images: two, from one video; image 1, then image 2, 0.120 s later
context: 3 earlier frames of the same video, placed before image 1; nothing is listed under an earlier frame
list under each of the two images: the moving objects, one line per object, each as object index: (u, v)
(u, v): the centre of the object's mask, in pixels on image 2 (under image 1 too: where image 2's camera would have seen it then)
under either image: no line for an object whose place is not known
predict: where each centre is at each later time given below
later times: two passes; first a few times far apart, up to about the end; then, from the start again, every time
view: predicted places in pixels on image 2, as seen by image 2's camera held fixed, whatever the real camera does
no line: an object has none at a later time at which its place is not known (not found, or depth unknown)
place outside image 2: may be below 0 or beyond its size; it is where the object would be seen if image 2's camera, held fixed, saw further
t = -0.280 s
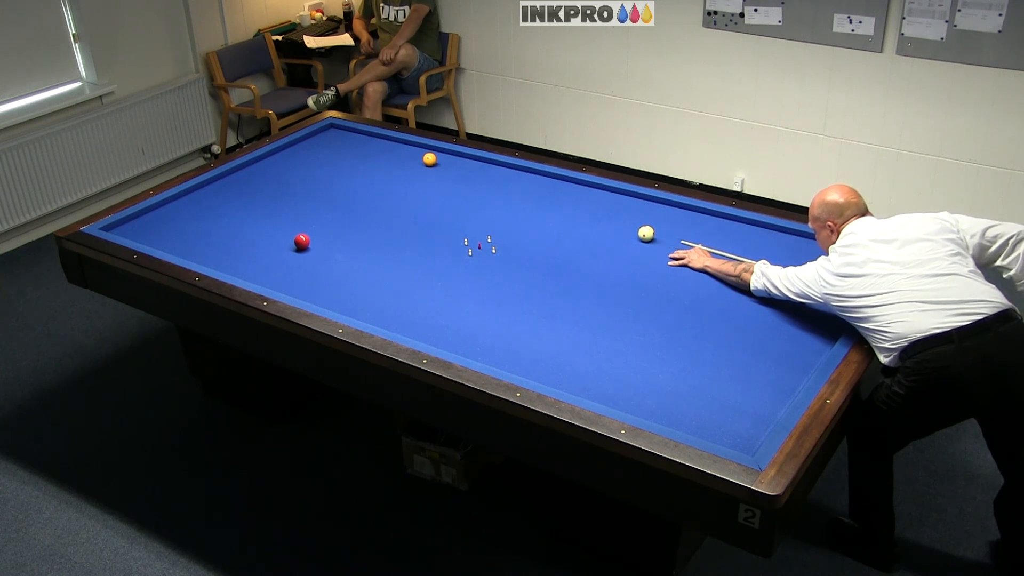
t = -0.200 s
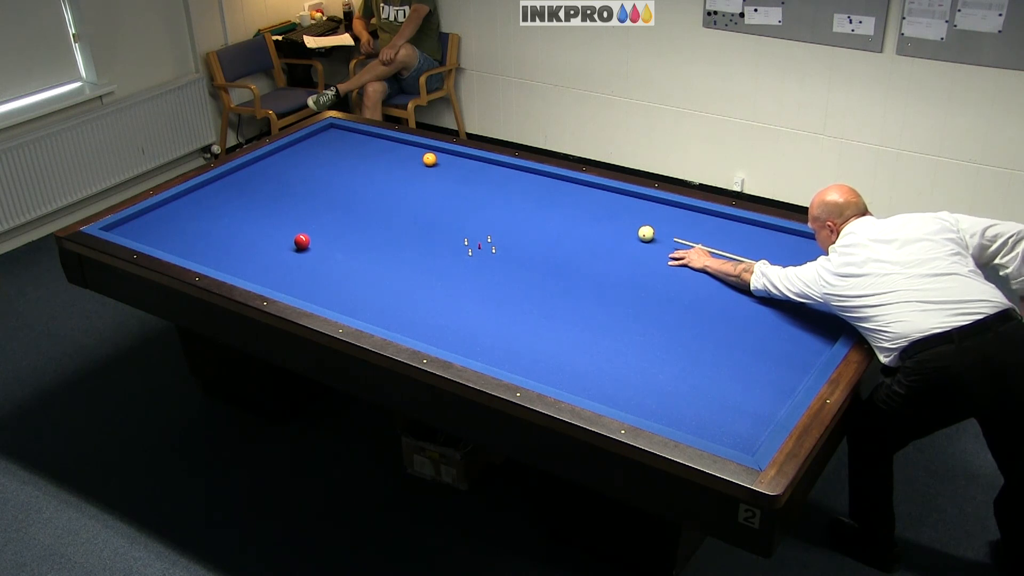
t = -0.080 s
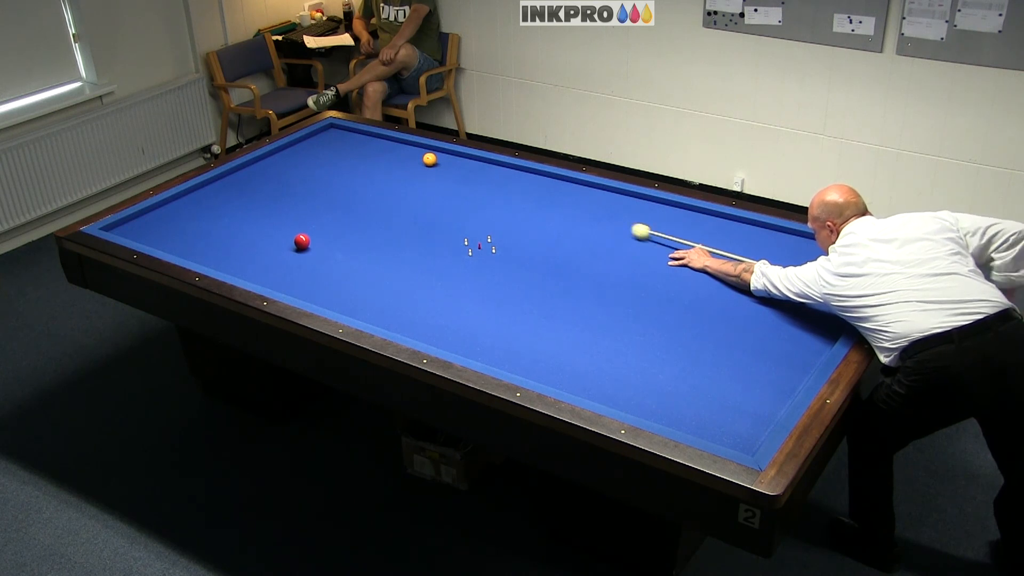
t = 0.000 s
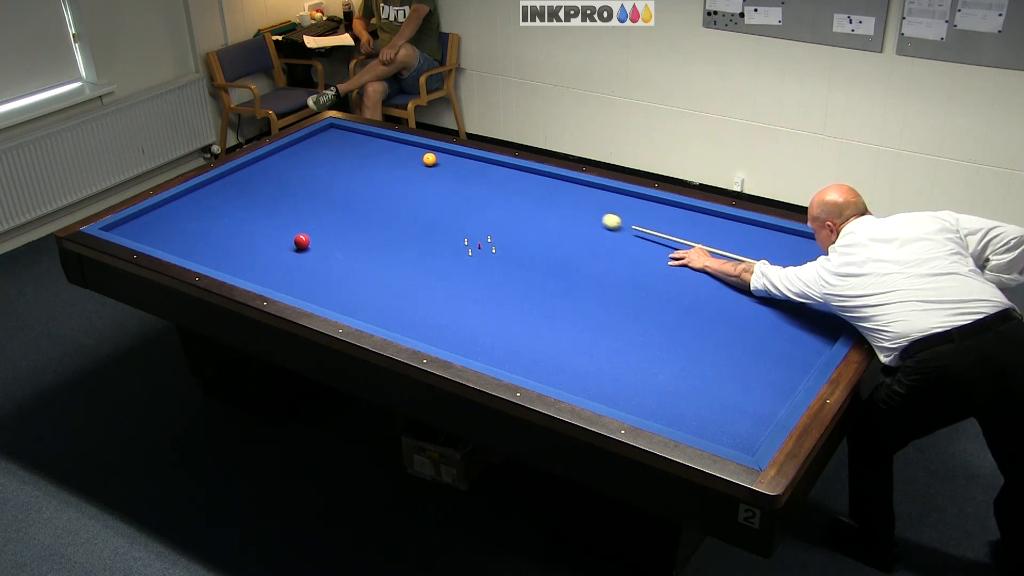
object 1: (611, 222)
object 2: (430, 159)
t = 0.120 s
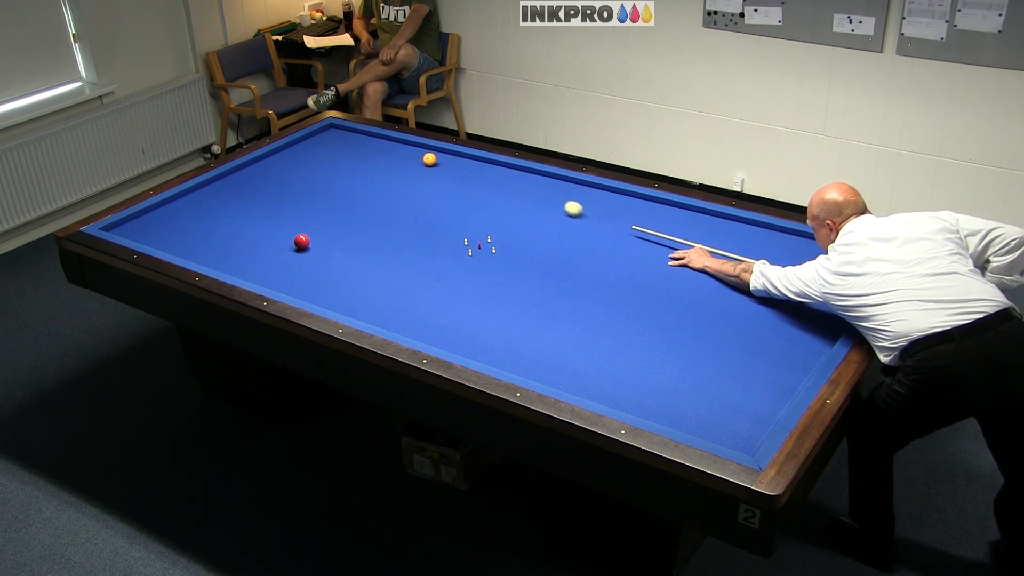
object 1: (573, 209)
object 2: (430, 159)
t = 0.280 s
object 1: (526, 193)
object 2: (430, 159)
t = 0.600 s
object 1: (441, 164)
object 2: (429, 159)
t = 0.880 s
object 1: (420, 162)
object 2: (387, 141)
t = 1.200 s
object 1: (394, 159)
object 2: (342, 131)
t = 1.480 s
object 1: (373, 156)
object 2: (334, 133)
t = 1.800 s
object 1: (350, 153)
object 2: (350, 141)
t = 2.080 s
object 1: (330, 151)
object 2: (364, 150)
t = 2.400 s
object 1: (310, 148)
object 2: (381, 158)
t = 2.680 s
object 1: (293, 146)
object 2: (395, 166)
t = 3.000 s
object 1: (293, 148)
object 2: (412, 175)
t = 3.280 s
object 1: (298, 150)
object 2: (427, 182)
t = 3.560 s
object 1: (303, 152)
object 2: (442, 190)
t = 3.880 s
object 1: (308, 155)
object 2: (459, 199)
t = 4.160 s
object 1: (312, 157)
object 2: (474, 207)
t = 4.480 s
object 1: (316, 159)
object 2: (491, 216)
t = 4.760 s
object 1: (320, 161)
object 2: (506, 224)
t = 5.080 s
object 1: (323, 163)
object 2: (523, 233)
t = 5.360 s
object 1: (326, 164)
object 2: (537, 240)
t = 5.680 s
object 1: (328, 166)
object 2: (554, 249)
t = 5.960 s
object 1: (330, 167)
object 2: (568, 257)
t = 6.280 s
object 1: (331, 167)
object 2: (583, 265)
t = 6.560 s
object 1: (333, 168)
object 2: (597, 272)
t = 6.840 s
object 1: (333, 168)
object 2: (610, 279)
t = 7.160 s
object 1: (334, 169)
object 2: (624, 286)
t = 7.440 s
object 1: (334, 169)
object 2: (637, 292)
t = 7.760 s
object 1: (334, 168)
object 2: (650, 299)
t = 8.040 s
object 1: (334, 168)
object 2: (661, 305)
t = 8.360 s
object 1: (334, 168)
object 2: (673, 311)
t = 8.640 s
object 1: (334, 168)
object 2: (682, 315)
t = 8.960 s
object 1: (334, 169)
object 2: (692, 320)
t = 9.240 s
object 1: (334, 169)
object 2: (700, 324)
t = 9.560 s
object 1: (334, 169)
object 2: (708, 328)
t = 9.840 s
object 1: (334, 169)
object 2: (713, 331)
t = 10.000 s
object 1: (334, 169)
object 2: (716, 332)
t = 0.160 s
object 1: (561, 204)
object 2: (430, 159)
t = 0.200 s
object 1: (549, 201)
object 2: (430, 159)
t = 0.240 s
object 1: (537, 197)
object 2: (430, 159)
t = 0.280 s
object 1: (526, 193)
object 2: (430, 159)
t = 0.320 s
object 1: (514, 189)
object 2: (430, 159)
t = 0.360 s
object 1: (503, 185)
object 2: (430, 159)
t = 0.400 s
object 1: (492, 181)
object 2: (430, 159)
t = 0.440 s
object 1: (482, 178)
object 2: (430, 159)
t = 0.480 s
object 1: (471, 174)
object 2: (430, 159)
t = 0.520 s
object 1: (461, 171)
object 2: (430, 159)
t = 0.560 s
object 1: (451, 168)
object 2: (429, 159)
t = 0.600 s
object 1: (441, 164)
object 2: (429, 159)
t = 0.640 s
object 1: (436, 163)
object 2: (424, 157)
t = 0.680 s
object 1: (434, 164)
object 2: (417, 154)
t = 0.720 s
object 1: (432, 164)
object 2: (410, 151)
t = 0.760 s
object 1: (429, 163)
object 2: (404, 148)
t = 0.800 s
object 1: (426, 163)
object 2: (398, 146)
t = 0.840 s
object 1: (423, 163)
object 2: (392, 143)
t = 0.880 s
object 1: (420, 162)
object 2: (387, 141)
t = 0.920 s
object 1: (416, 162)
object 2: (383, 139)
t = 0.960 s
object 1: (413, 161)
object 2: (378, 137)
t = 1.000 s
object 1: (410, 161)
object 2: (372, 135)
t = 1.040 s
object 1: (406, 160)
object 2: (366, 135)
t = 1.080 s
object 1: (403, 160)
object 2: (360, 134)
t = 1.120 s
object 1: (400, 159)
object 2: (354, 133)
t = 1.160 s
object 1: (397, 159)
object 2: (348, 132)
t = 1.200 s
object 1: (394, 159)
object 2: (342, 131)
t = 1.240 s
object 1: (391, 158)
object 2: (336, 130)
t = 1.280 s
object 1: (388, 158)
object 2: (330, 129)
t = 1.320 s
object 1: (385, 157)
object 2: (325, 129)
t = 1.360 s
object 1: (382, 157)
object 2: (327, 130)
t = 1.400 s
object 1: (379, 157)
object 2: (330, 131)
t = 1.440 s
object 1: (376, 156)
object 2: (332, 132)
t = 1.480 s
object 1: (373, 156)
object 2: (334, 133)
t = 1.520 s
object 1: (370, 155)
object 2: (336, 134)
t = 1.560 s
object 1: (367, 155)
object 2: (338, 135)
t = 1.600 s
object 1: (364, 155)
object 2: (340, 137)
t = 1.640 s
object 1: (361, 154)
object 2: (342, 138)
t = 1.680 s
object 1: (358, 154)
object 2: (344, 139)
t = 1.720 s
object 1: (355, 154)
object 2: (346, 140)
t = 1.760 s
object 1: (352, 153)
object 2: (348, 140)
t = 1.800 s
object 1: (350, 153)
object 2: (350, 141)
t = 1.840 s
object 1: (347, 153)
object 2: (352, 142)
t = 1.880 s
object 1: (344, 152)
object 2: (354, 144)
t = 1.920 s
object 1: (341, 152)
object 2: (356, 145)
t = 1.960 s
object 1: (338, 152)
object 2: (358, 146)
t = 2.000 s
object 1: (336, 151)
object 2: (360, 147)
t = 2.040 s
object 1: (333, 151)
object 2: (362, 148)
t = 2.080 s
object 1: (330, 151)
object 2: (364, 150)
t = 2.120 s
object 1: (328, 150)
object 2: (366, 151)
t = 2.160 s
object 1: (325, 150)
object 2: (368, 152)
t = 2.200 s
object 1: (323, 150)
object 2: (371, 153)
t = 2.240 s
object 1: (320, 149)
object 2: (372, 154)
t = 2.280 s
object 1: (317, 149)
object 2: (375, 155)
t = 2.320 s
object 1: (315, 148)
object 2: (377, 156)
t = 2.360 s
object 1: (312, 148)
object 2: (379, 157)
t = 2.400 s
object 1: (310, 148)
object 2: (381, 158)
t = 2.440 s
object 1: (307, 148)
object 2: (383, 159)
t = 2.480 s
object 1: (305, 147)
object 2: (385, 160)
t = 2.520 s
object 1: (302, 147)
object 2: (387, 161)
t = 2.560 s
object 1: (300, 147)
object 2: (389, 162)
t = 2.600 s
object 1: (298, 147)
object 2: (391, 164)
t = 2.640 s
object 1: (295, 146)
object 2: (394, 165)
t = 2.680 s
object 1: (293, 146)
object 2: (395, 166)
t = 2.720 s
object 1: (291, 146)
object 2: (398, 167)
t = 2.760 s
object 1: (289, 146)
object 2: (400, 168)
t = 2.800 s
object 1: (289, 146)
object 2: (402, 169)
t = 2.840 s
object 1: (290, 146)
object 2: (404, 170)
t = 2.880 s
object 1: (291, 147)
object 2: (406, 171)
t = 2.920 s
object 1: (292, 147)
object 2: (408, 172)
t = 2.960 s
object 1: (292, 147)
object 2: (410, 174)
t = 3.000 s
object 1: (293, 148)
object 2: (412, 175)
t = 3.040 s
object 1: (294, 148)
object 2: (414, 176)
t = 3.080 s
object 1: (294, 149)
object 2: (417, 177)
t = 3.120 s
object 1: (295, 149)
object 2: (419, 178)
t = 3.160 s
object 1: (296, 149)
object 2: (421, 179)
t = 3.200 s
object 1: (297, 150)
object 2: (423, 180)
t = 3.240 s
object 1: (297, 150)
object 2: (425, 181)
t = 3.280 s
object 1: (298, 150)
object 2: (427, 182)
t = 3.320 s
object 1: (299, 151)
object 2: (429, 184)
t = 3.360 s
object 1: (299, 151)
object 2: (431, 185)
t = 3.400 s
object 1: (300, 151)
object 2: (434, 186)
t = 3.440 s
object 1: (301, 152)
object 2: (436, 187)
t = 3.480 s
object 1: (302, 152)
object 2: (438, 188)
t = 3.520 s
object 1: (302, 152)
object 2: (440, 189)
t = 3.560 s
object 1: (303, 152)
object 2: (442, 190)
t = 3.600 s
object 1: (304, 153)
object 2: (444, 191)
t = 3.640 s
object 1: (304, 153)
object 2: (446, 192)
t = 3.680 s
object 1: (305, 154)
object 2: (449, 194)
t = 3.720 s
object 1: (305, 154)
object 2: (451, 195)
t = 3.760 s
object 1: (306, 154)
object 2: (453, 196)
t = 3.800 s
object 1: (307, 154)
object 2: (455, 197)
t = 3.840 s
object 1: (307, 155)
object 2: (457, 198)
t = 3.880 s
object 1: (308, 155)
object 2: (459, 199)
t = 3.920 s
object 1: (308, 155)
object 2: (462, 200)
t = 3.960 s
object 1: (309, 156)
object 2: (463, 201)
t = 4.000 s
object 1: (310, 156)
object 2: (466, 203)
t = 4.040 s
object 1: (310, 156)
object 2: (468, 204)
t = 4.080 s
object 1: (311, 157)
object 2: (470, 205)
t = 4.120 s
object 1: (312, 157)
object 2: (472, 206)
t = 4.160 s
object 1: (312, 157)
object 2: (474, 207)
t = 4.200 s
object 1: (313, 157)
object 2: (476, 208)
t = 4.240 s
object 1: (313, 157)
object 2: (479, 209)
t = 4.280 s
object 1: (314, 158)
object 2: (481, 210)
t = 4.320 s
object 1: (314, 158)
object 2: (483, 212)
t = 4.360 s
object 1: (315, 158)
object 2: (485, 213)
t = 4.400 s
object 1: (315, 159)
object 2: (487, 214)
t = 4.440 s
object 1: (316, 159)
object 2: (489, 215)
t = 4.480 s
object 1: (316, 159)
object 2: (491, 216)
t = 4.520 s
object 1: (317, 159)
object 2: (493, 217)
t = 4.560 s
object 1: (317, 160)
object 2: (496, 218)
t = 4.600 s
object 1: (318, 160)
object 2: (498, 219)
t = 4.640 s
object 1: (318, 160)
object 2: (500, 220)
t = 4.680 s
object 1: (319, 161)
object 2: (502, 221)
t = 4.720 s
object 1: (319, 161)
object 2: (504, 223)
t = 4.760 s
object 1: (320, 161)
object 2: (506, 224)
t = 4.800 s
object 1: (320, 161)
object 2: (508, 225)
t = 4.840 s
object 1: (321, 162)
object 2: (510, 226)
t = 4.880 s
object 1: (321, 162)
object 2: (512, 227)
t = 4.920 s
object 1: (321, 162)
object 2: (514, 228)
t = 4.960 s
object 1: (322, 162)
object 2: (517, 229)
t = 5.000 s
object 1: (322, 162)
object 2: (519, 230)
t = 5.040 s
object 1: (323, 163)
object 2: (521, 231)
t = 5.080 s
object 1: (323, 163)
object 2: (523, 233)
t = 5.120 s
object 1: (323, 163)
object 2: (525, 234)
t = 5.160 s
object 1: (324, 163)
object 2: (527, 235)
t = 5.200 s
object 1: (324, 163)
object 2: (529, 236)
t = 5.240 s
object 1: (325, 163)
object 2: (531, 237)
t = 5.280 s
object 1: (325, 164)
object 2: (533, 238)
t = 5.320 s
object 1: (325, 164)
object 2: (535, 239)
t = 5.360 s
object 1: (326, 164)
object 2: (537, 240)
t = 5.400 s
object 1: (326, 165)
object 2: (539, 241)
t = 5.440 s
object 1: (326, 165)
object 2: (541, 242)
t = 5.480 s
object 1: (326, 165)
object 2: (544, 244)
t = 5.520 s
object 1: (327, 165)
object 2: (546, 245)
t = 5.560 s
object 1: (327, 165)
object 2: (547, 246)
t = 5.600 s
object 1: (327, 165)
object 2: (550, 247)
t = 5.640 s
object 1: (328, 165)
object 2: (552, 248)
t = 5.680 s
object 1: (328, 166)
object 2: (554, 249)
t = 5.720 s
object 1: (328, 166)
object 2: (556, 250)
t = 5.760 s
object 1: (329, 166)
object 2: (557, 251)
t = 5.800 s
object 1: (329, 166)
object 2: (559, 252)
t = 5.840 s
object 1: (329, 166)
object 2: (562, 253)
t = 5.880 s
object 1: (329, 166)
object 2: (564, 254)
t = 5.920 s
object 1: (330, 166)
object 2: (566, 255)
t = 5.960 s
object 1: (330, 167)
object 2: (568, 257)
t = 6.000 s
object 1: (330, 167)
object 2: (570, 258)
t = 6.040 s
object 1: (330, 167)
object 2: (572, 259)
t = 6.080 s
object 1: (331, 167)
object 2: (574, 260)
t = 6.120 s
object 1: (331, 167)
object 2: (575, 261)
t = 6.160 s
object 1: (331, 167)
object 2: (577, 262)
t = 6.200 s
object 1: (331, 167)
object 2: (579, 263)
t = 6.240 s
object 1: (331, 167)
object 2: (582, 264)
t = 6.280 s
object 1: (331, 167)
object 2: (583, 265)
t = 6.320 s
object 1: (332, 168)
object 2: (585, 266)
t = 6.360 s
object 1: (332, 168)
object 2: (588, 267)
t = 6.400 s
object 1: (332, 168)
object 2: (589, 268)
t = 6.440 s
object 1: (332, 168)
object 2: (591, 269)
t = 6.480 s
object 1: (332, 168)
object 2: (593, 270)
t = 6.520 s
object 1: (332, 168)
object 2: (595, 271)
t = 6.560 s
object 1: (333, 168)
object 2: (597, 272)
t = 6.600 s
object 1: (333, 168)
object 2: (599, 273)
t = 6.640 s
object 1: (333, 168)
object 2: (601, 274)
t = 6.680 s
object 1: (333, 168)
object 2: (603, 275)
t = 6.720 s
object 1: (333, 168)
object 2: (605, 276)
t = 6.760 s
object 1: (333, 168)
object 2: (606, 277)
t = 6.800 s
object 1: (333, 168)
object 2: (608, 278)
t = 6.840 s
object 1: (333, 168)
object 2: (610, 279)
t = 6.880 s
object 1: (333, 169)
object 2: (612, 280)
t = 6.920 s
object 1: (333, 169)
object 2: (614, 280)
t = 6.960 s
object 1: (333, 169)
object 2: (615, 282)
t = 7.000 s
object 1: (334, 169)
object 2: (617, 283)
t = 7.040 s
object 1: (334, 169)
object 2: (619, 283)
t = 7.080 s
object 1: (334, 169)
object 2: (621, 284)
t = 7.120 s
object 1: (334, 169)
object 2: (623, 285)
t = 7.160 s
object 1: (334, 169)
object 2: (624, 286)
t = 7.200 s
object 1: (334, 169)
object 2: (626, 287)
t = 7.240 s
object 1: (334, 169)
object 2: (628, 288)
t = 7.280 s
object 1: (334, 169)
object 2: (630, 289)
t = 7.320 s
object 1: (334, 169)
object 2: (631, 290)
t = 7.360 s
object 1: (334, 169)
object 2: (633, 290)
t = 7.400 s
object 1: (334, 169)
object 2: (635, 291)
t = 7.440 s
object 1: (334, 169)
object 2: (637, 292)
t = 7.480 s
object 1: (334, 169)
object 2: (638, 293)
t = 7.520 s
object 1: (334, 169)
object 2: (640, 294)
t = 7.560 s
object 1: (334, 168)
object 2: (642, 295)
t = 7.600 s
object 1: (334, 169)
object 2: (643, 296)
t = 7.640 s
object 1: (334, 168)
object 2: (645, 296)
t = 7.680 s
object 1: (334, 168)
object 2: (647, 297)
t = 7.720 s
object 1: (334, 168)
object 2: (649, 298)
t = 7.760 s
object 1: (334, 168)
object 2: (650, 299)
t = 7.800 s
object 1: (334, 168)
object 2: (651, 300)
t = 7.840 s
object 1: (334, 168)
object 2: (653, 301)
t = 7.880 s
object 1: (334, 168)
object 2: (655, 301)
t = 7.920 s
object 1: (334, 168)
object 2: (656, 302)
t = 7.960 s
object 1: (334, 168)
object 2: (658, 303)
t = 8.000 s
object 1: (334, 168)
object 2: (659, 304)
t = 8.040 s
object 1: (334, 168)
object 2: (661, 305)
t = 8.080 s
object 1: (334, 168)
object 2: (662, 305)
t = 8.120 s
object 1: (334, 168)
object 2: (664, 306)
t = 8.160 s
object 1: (334, 168)
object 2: (665, 307)
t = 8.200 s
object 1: (334, 168)
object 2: (667, 308)
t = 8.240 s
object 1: (334, 168)
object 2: (668, 308)
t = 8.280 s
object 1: (334, 168)
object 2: (670, 309)
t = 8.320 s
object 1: (334, 168)
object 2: (671, 310)
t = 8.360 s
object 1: (334, 168)
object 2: (673, 311)
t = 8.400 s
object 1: (334, 168)
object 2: (674, 311)
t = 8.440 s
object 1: (334, 168)
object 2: (675, 312)
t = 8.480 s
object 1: (334, 168)
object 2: (677, 312)
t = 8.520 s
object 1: (334, 168)
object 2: (678, 313)
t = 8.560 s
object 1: (334, 168)
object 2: (679, 314)
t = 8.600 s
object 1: (334, 168)
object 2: (681, 314)
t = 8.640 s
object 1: (334, 168)
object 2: (682, 315)
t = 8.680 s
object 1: (334, 168)
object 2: (683, 316)
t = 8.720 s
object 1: (334, 168)
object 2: (684, 317)
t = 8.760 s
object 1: (334, 168)
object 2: (686, 317)
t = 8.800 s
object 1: (334, 168)
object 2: (687, 318)
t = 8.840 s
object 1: (334, 168)
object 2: (688, 318)
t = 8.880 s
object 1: (334, 168)
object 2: (690, 319)
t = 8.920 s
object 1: (334, 168)
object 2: (691, 320)
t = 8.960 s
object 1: (334, 169)
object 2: (692, 320)
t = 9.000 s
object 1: (334, 169)
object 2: (693, 321)
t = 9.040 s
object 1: (334, 169)
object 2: (694, 321)
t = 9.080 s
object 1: (334, 169)
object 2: (695, 322)
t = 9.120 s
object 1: (334, 169)
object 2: (697, 322)
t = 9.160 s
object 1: (334, 169)
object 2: (697, 323)
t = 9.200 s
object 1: (334, 169)
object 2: (698, 323)
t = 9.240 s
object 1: (334, 169)
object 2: (700, 324)
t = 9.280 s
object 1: (334, 169)
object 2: (701, 324)
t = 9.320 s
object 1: (334, 169)
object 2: (702, 325)
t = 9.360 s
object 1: (334, 169)
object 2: (703, 325)
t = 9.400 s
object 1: (334, 169)
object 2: (704, 326)
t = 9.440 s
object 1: (334, 169)
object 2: (705, 326)
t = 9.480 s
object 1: (334, 169)
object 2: (706, 327)
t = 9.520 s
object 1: (334, 169)
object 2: (707, 327)
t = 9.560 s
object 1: (334, 169)
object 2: (708, 328)
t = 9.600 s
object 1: (334, 169)
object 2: (709, 328)
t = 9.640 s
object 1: (334, 169)
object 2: (709, 329)
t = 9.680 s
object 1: (334, 169)
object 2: (710, 329)
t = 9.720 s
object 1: (334, 169)
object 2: (711, 330)
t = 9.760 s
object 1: (334, 169)
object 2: (712, 330)
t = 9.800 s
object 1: (334, 169)
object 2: (713, 330)
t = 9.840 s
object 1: (334, 169)
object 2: (713, 331)
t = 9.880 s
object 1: (334, 169)
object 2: (714, 331)
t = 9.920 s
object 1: (334, 169)
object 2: (715, 331)
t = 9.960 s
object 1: (334, 169)
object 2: (716, 332)
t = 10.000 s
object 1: (334, 169)
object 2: (716, 332)
